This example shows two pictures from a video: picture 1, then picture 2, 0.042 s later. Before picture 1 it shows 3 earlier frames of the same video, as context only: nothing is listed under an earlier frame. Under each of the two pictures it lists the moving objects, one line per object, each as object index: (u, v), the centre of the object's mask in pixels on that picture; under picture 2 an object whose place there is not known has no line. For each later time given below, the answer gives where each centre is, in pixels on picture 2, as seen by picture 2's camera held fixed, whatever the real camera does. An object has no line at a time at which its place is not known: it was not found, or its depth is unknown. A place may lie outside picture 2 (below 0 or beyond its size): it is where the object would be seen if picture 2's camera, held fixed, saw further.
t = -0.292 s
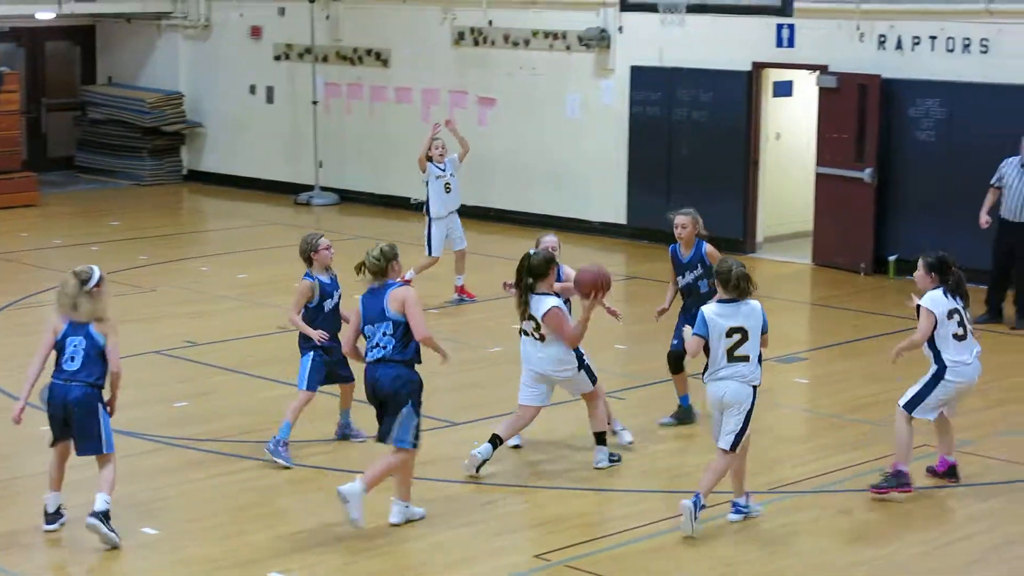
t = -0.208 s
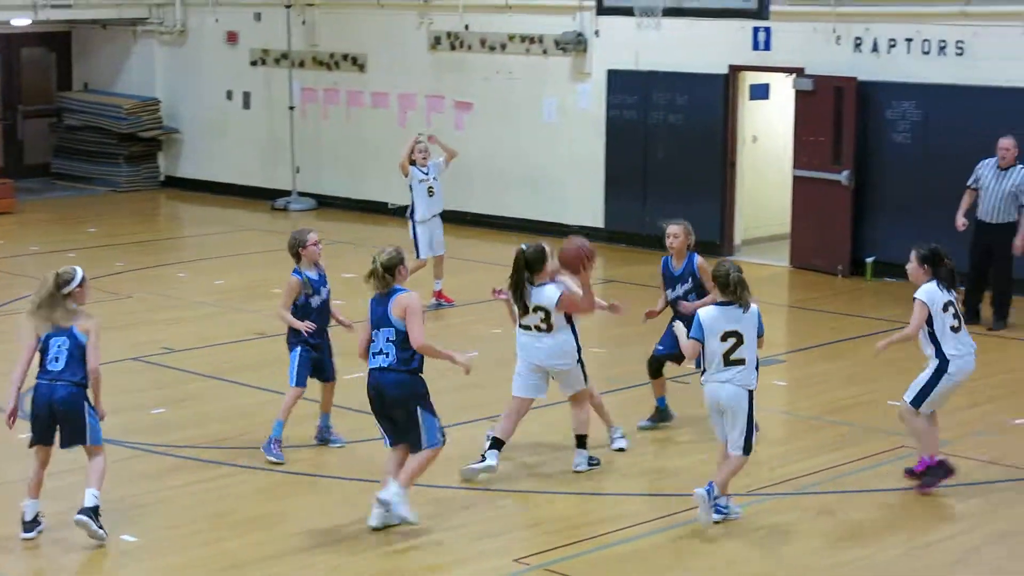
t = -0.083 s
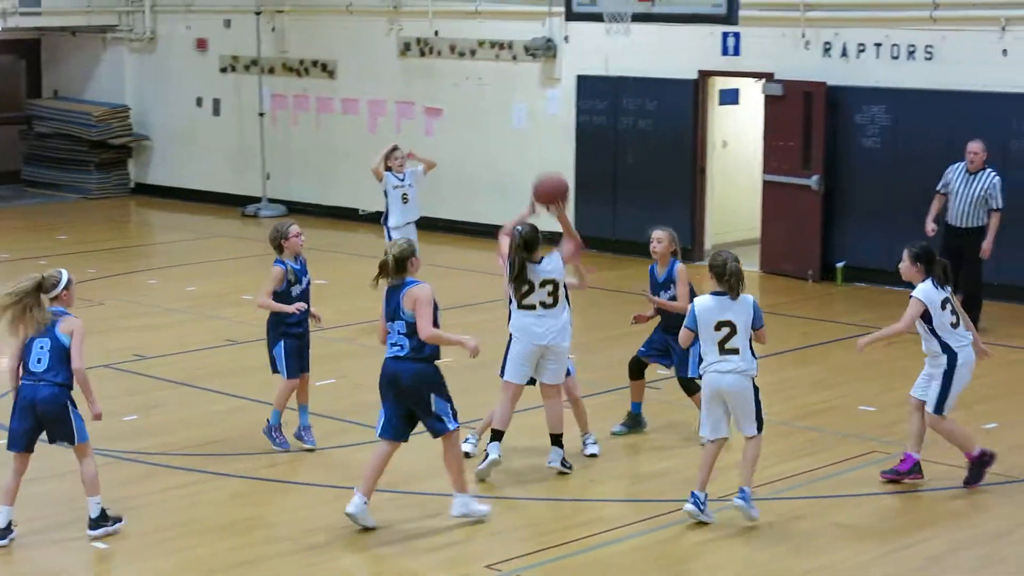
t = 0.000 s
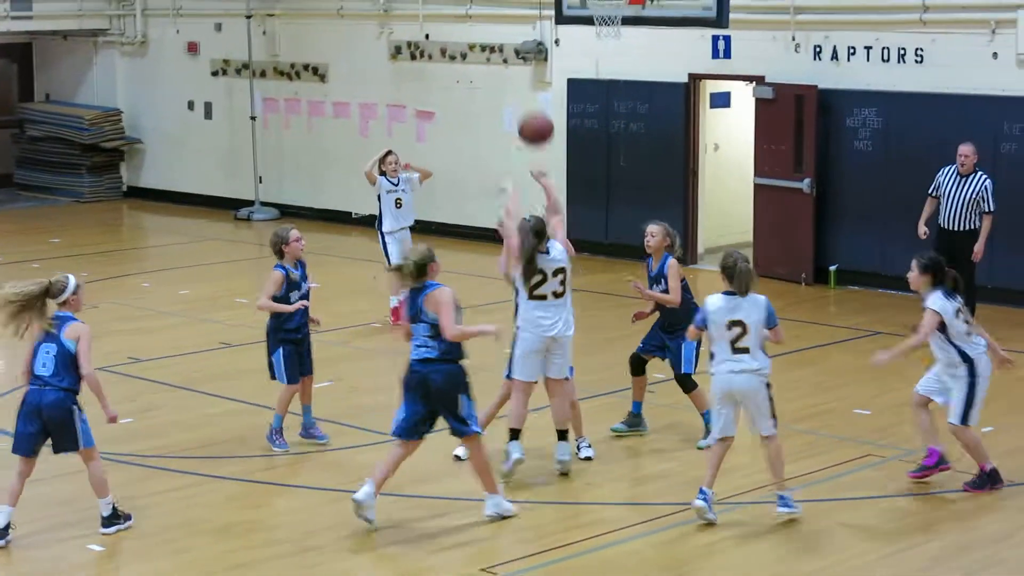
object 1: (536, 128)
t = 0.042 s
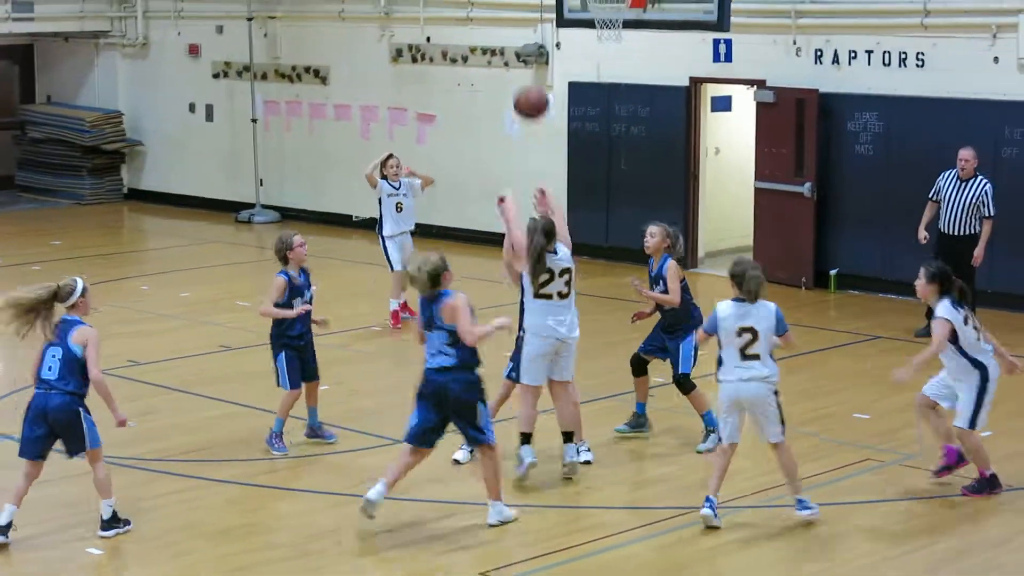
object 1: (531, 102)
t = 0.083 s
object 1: (526, 76)
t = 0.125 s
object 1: (521, 53)
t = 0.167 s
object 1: (515, 33)
